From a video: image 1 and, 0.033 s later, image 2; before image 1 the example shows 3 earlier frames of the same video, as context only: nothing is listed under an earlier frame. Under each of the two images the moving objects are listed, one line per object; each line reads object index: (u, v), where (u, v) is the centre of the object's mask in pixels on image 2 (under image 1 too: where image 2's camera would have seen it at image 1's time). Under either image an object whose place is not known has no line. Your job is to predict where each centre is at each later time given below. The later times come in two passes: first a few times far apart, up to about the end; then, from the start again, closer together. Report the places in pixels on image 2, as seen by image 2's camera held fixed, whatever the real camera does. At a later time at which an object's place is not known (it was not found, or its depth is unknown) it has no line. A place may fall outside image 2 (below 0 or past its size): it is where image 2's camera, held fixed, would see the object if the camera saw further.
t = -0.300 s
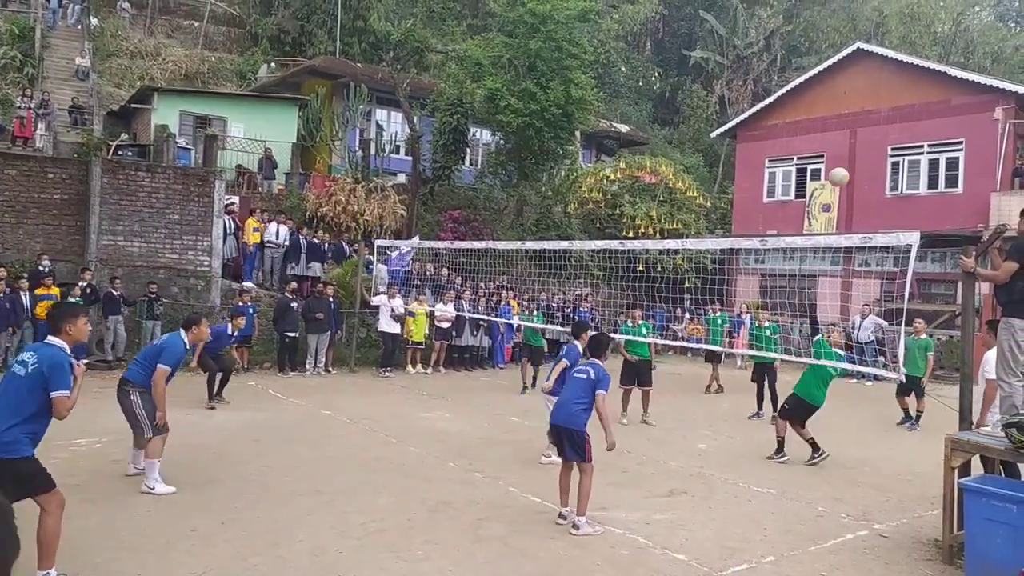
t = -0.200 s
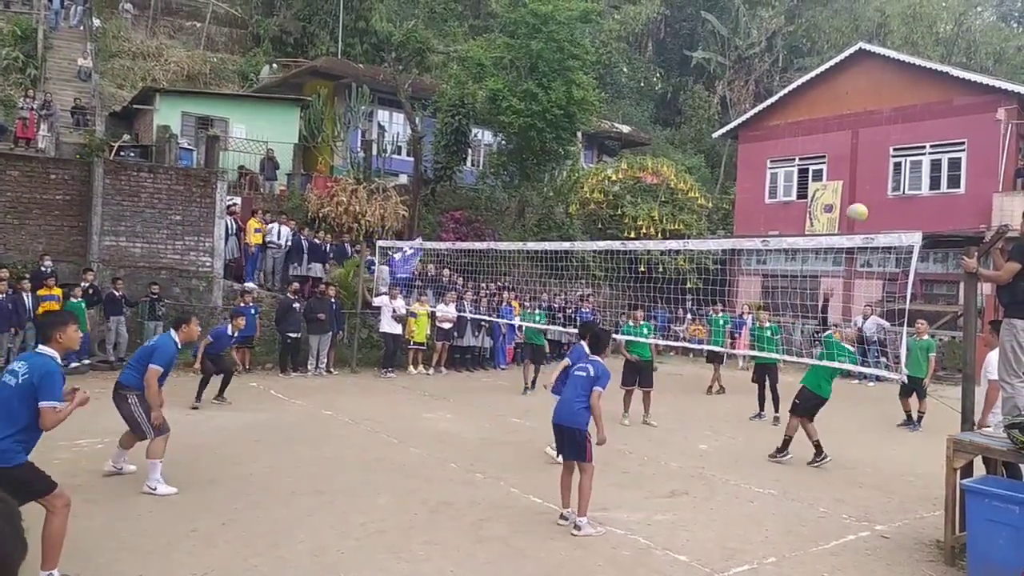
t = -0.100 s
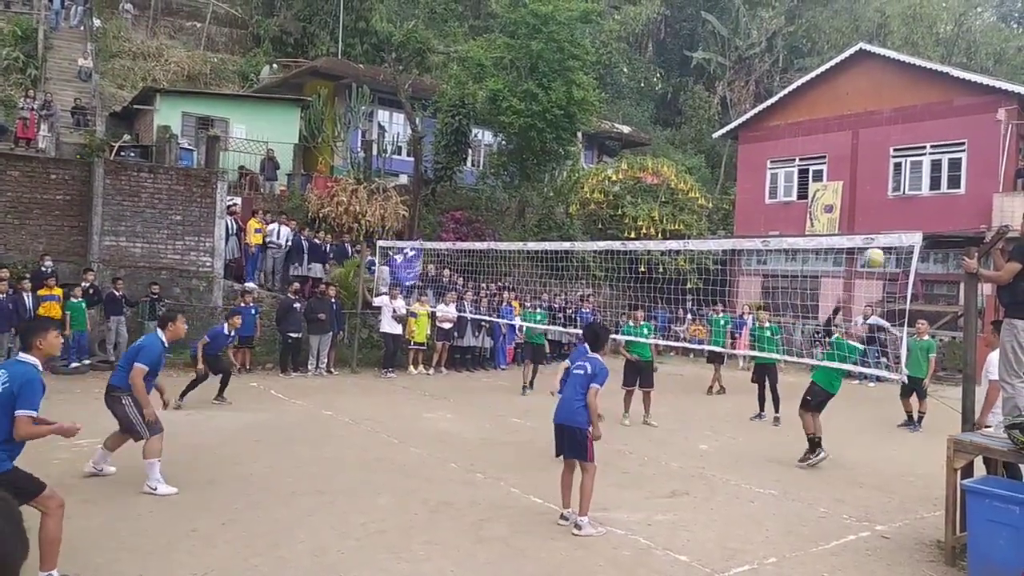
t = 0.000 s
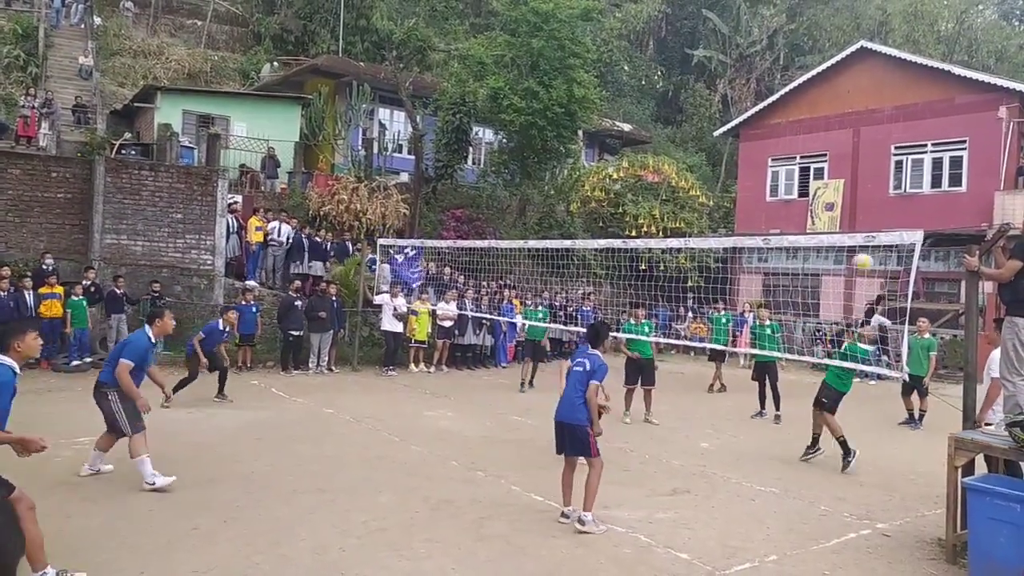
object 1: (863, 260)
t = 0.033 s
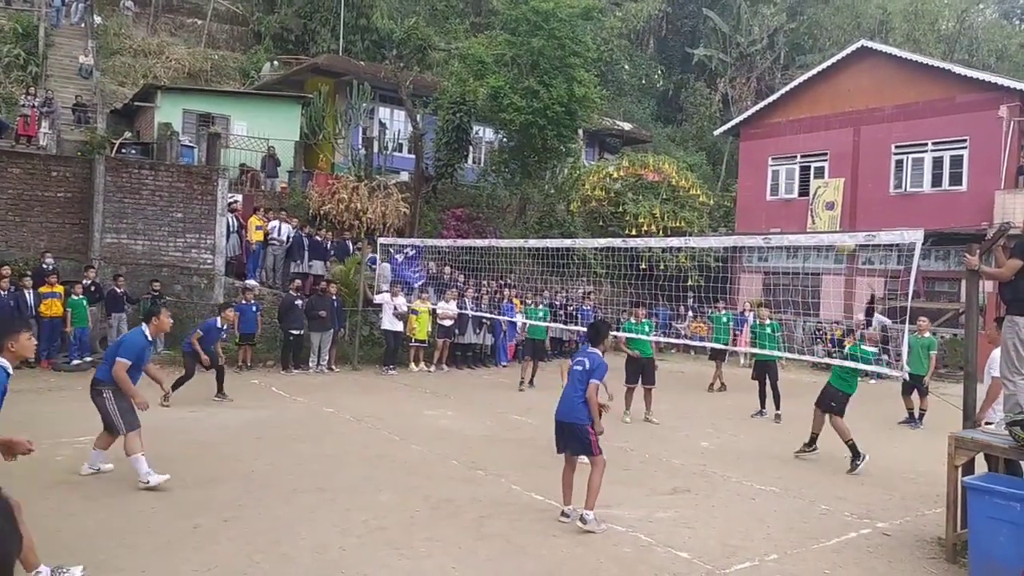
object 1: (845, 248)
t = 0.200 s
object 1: (747, 161)
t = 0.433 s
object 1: (597, 86)
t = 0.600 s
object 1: (478, 63)
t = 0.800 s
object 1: (319, 75)
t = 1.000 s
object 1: (138, 135)
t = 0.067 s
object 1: (824, 224)
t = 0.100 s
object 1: (805, 208)
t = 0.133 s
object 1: (787, 192)
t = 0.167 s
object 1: (767, 176)
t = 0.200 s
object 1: (747, 161)
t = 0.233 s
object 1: (727, 148)
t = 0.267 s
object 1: (706, 135)
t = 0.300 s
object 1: (685, 123)
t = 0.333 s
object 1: (663, 113)
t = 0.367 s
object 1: (642, 102)
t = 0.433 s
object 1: (597, 86)
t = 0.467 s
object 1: (575, 79)
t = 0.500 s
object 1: (551, 73)
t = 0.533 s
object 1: (528, 68)
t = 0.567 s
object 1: (503, 65)
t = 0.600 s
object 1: (478, 63)
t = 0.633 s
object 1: (453, 60)
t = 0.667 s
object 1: (428, 61)
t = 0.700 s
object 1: (402, 64)
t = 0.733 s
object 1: (375, 65)
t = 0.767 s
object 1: (348, 68)
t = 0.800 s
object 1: (319, 75)
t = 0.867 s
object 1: (262, 87)
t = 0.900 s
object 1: (232, 96)
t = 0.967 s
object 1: (171, 120)
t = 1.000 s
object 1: (138, 135)
